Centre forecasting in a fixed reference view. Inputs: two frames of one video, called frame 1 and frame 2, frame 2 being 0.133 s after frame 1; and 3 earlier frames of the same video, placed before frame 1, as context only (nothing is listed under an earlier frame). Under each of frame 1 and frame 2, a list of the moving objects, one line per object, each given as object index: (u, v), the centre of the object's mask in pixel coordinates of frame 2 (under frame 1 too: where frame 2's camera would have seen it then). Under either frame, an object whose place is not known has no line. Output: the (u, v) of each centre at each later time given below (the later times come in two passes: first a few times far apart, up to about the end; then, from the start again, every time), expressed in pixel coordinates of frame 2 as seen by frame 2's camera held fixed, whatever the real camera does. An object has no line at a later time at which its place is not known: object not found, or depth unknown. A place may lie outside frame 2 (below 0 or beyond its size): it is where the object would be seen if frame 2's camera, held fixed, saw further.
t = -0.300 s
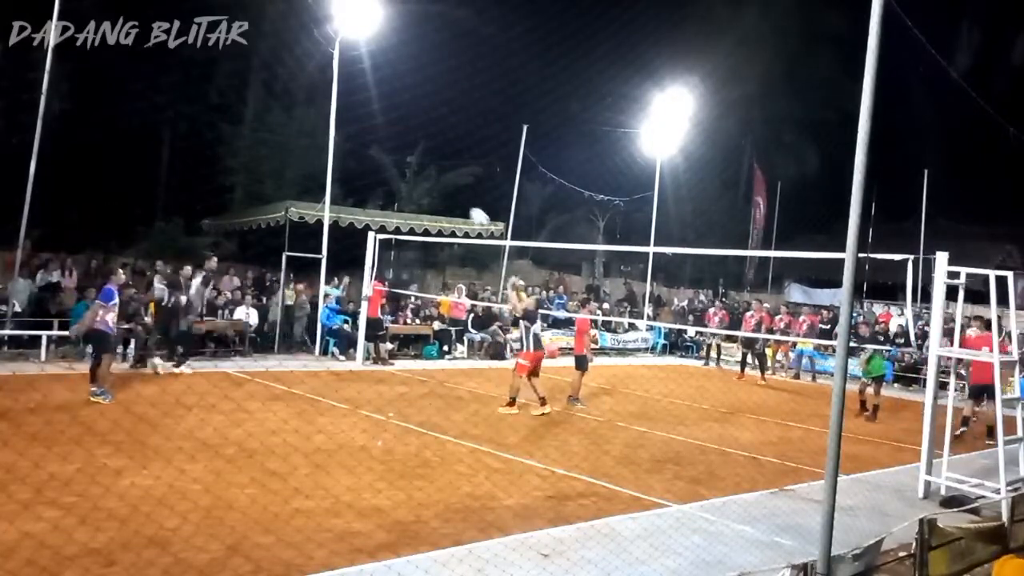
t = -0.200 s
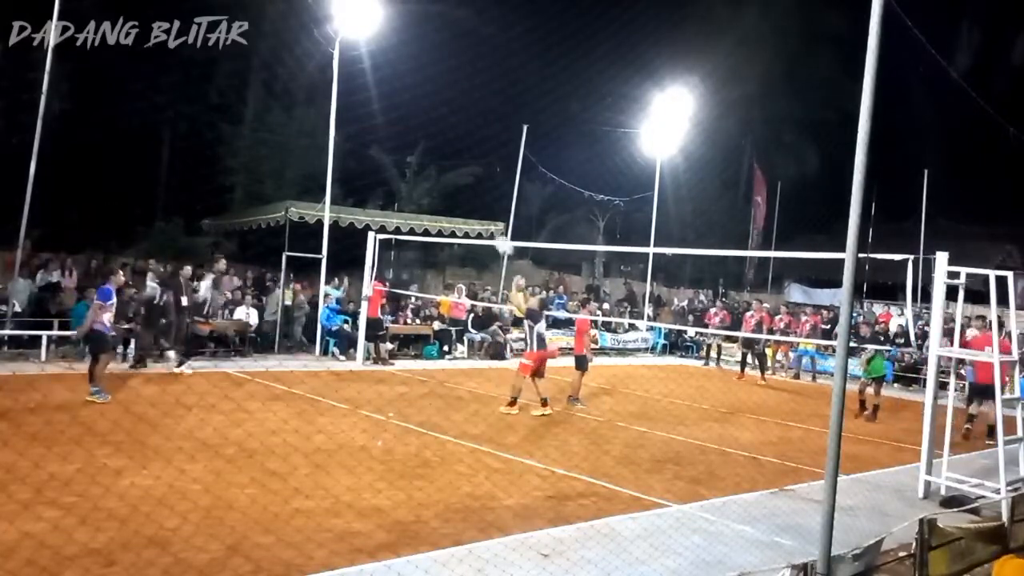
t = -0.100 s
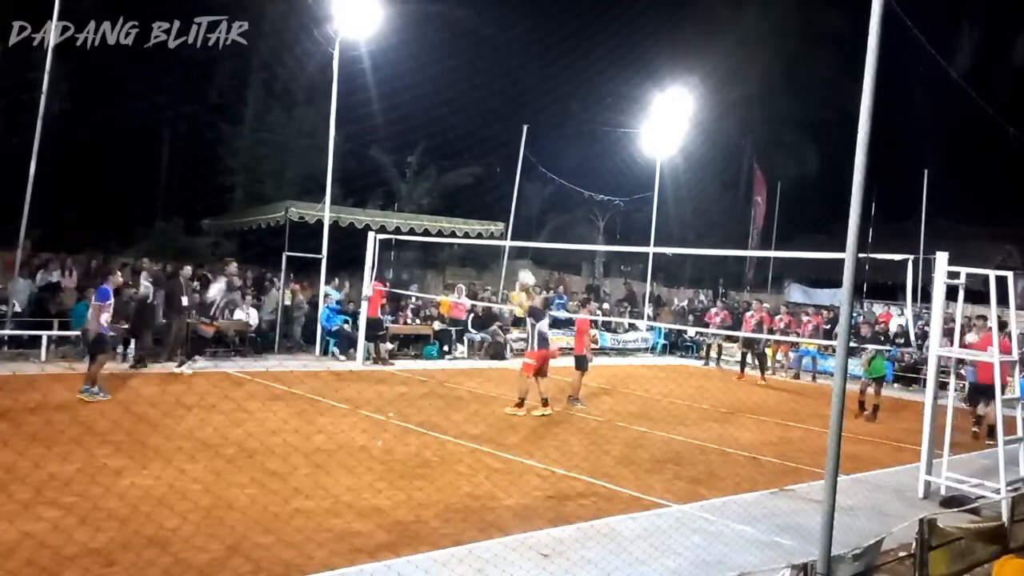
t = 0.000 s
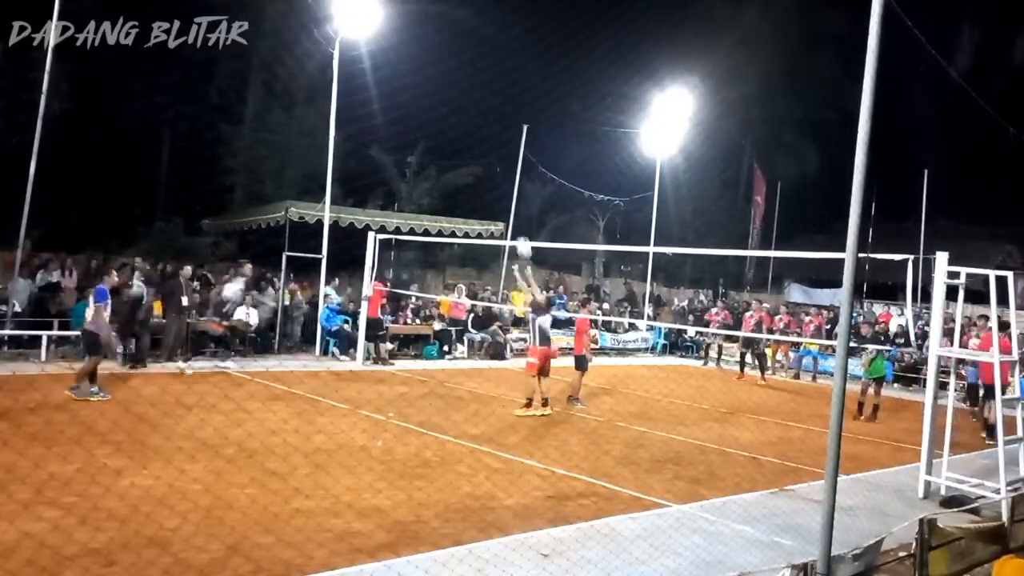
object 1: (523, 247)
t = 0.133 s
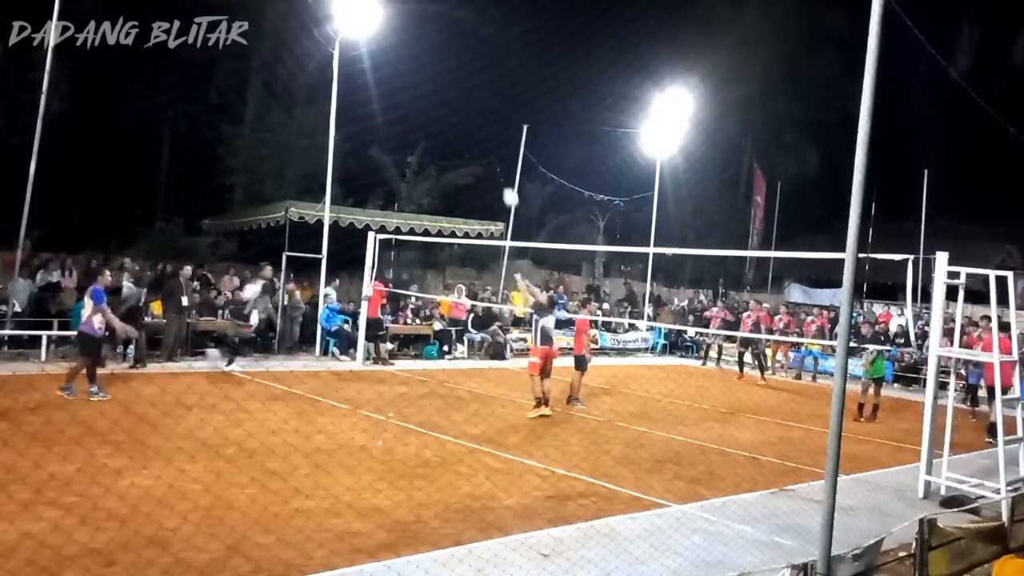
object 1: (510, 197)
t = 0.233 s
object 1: (500, 170)
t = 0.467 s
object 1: (477, 133)
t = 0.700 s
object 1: (455, 133)
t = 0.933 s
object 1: (432, 163)
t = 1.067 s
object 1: (419, 193)
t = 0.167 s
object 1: (506, 187)
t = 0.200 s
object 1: (503, 178)
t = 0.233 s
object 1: (500, 170)
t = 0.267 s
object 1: (496, 162)
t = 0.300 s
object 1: (493, 156)
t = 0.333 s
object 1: (490, 149)
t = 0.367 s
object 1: (486, 144)
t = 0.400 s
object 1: (483, 140)
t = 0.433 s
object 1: (480, 136)
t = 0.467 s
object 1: (477, 133)
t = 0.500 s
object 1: (474, 131)
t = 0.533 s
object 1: (471, 130)
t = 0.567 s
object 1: (467, 129)
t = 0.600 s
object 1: (464, 129)
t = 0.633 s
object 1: (461, 130)
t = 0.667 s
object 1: (458, 130)
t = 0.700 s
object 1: (455, 133)
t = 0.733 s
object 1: (451, 135)
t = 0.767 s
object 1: (448, 138)
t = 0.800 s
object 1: (445, 142)
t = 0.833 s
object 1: (442, 146)
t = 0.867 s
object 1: (438, 151)
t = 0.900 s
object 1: (435, 157)
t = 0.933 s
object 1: (432, 163)
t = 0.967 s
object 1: (429, 170)
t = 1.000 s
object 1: (426, 177)
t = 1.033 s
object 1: (422, 184)
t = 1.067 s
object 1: (419, 193)
